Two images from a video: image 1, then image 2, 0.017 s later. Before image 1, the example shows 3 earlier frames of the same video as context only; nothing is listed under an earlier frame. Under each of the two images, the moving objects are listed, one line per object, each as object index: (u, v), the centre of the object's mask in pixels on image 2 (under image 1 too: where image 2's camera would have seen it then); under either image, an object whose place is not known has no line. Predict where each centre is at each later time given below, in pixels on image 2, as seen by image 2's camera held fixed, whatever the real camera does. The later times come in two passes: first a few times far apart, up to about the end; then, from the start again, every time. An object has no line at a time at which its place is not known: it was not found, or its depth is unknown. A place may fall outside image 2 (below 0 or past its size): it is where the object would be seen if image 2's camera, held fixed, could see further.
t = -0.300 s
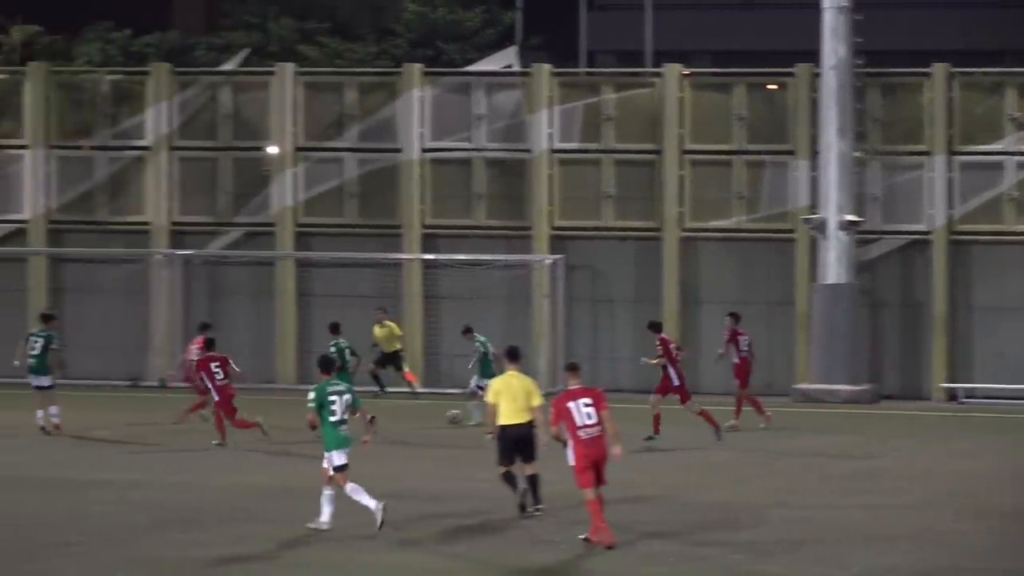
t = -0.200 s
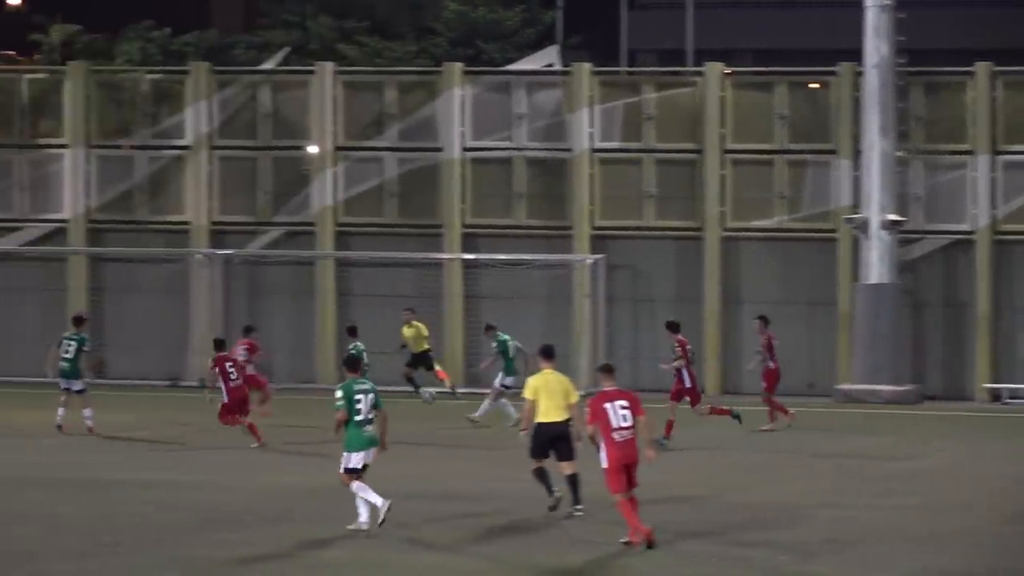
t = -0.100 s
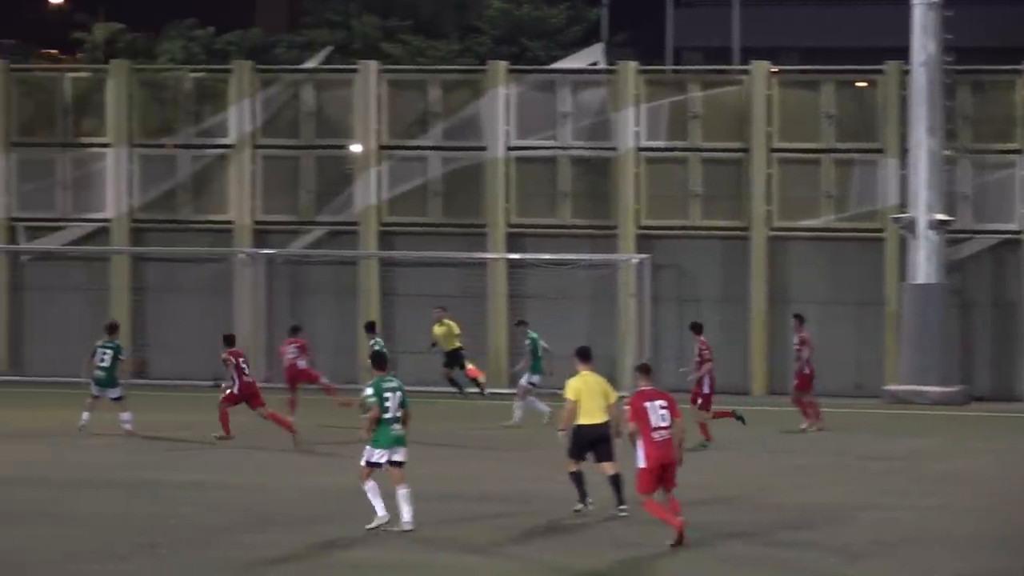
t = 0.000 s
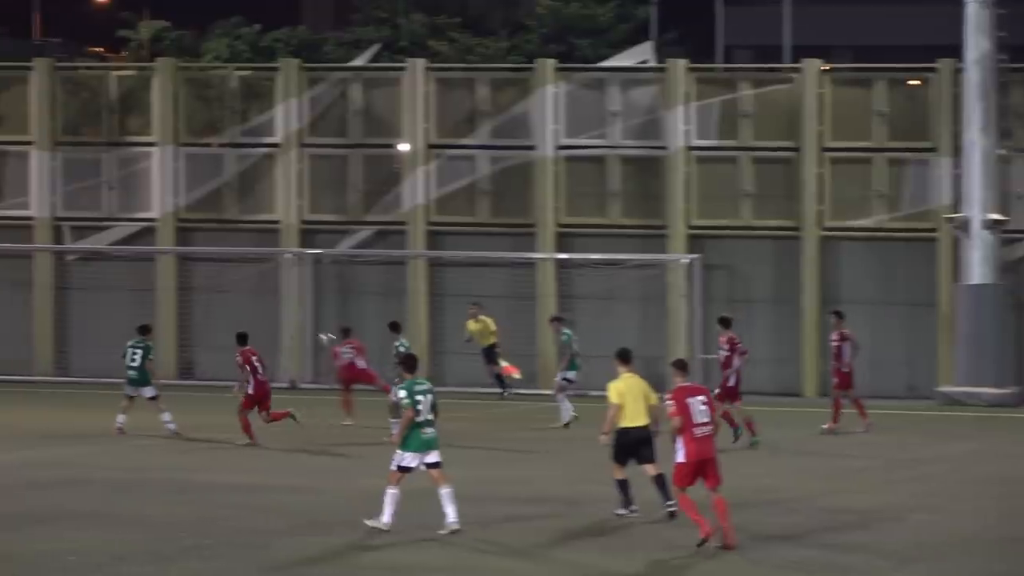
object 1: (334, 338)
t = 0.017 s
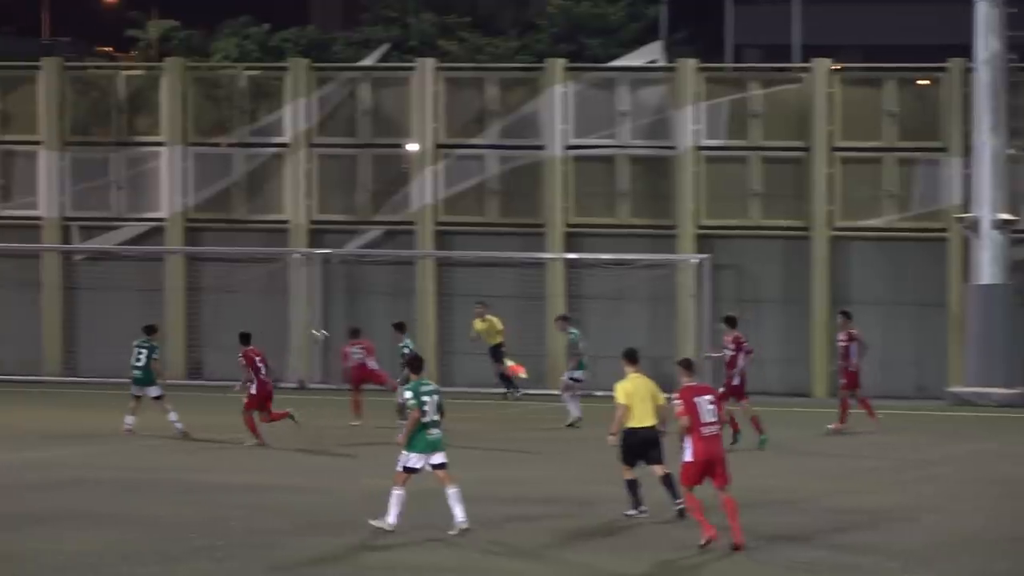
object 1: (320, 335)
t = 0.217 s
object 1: (123, 294)
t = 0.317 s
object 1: (25, 281)
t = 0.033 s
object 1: (303, 332)
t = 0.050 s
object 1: (287, 327)
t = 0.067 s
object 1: (270, 323)
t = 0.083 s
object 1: (254, 319)
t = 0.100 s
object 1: (237, 315)
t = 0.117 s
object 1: (221, 314)
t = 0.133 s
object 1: (205, 310)
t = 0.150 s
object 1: (188, 306)
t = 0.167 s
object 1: (172, 304)
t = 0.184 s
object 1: (155, 300)
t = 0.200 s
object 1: (139, 297)
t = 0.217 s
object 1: (123, 294)
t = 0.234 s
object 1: (106, 292)
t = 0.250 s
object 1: (90, 290)
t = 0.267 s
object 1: (73, 286)
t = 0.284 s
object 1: (58, 285)
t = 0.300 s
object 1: (41, 284)
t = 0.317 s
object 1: (25, 281)
